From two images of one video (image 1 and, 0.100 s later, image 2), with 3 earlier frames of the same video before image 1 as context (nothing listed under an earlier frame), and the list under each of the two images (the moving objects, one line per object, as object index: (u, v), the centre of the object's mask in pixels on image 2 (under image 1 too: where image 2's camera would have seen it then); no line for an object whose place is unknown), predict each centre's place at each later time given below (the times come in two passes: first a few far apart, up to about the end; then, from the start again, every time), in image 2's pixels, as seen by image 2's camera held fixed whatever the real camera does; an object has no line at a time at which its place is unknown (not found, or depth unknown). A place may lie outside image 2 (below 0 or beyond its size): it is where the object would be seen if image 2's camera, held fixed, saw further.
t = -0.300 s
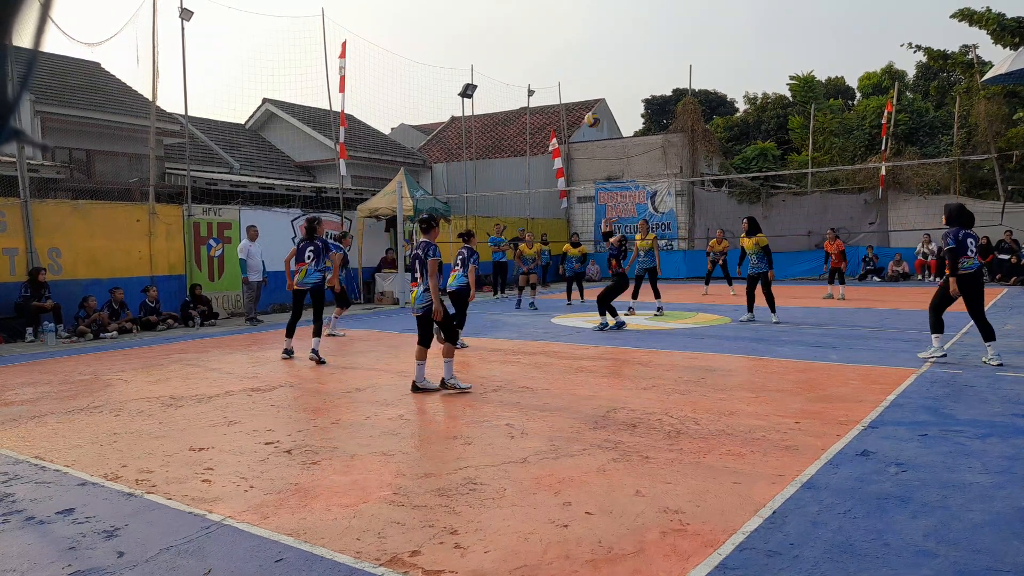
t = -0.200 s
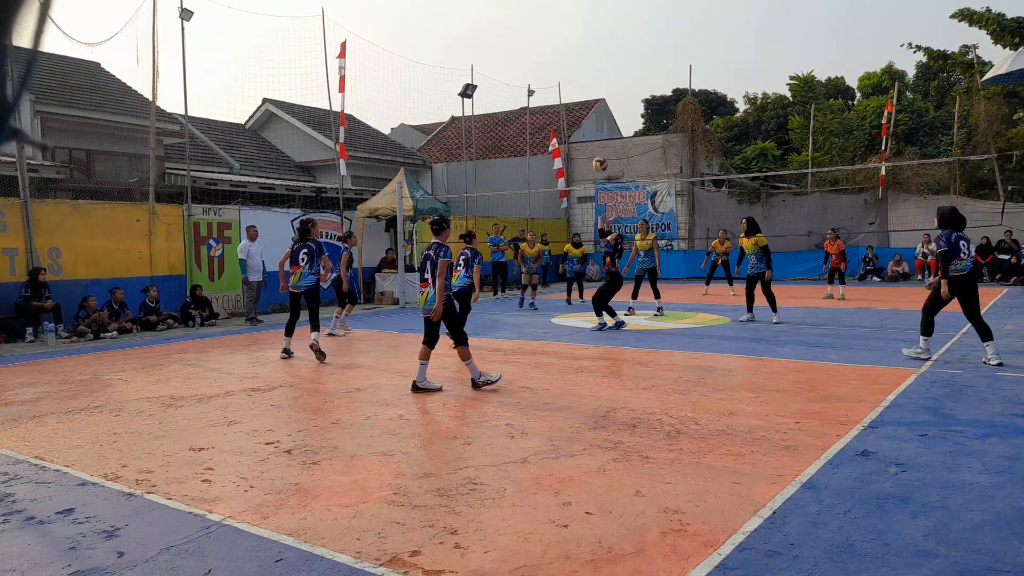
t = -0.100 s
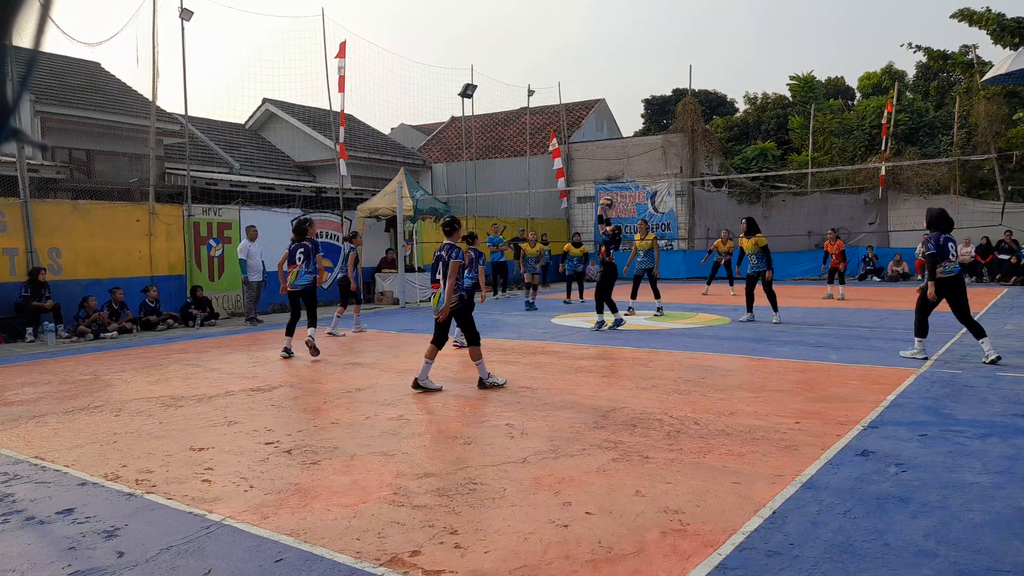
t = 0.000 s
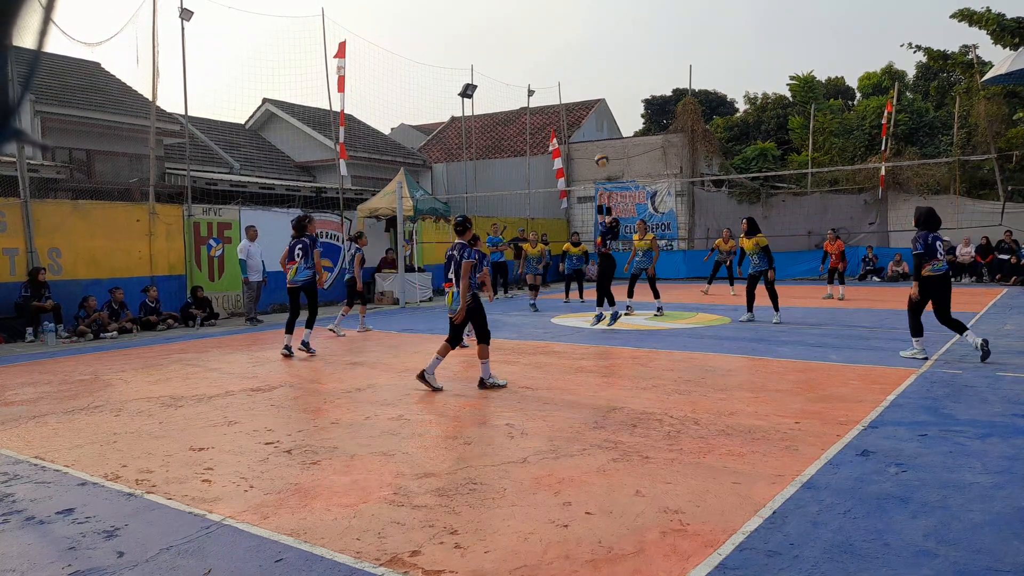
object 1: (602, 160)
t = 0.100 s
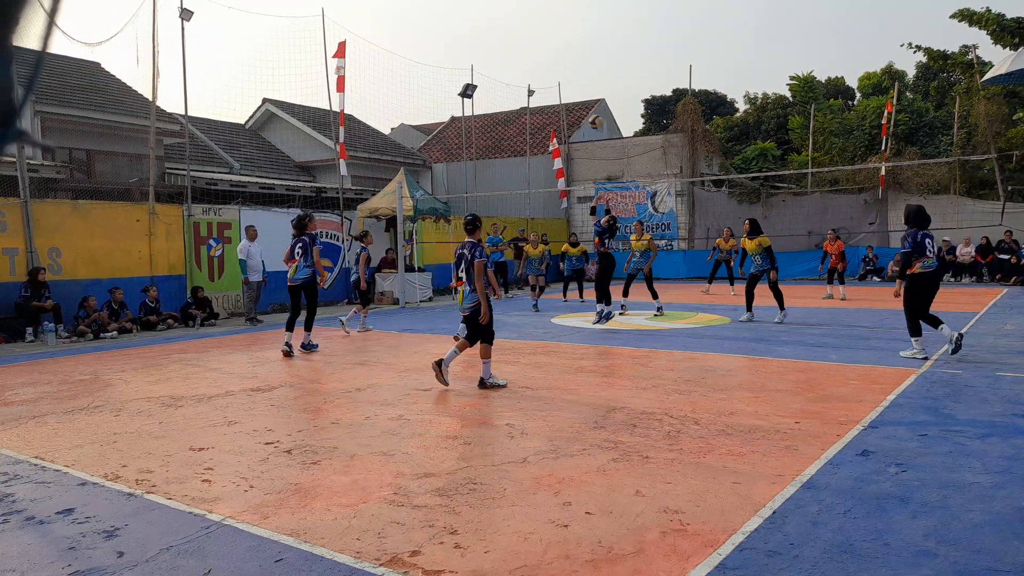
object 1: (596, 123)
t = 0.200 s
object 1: (590, 91)
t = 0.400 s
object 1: (577, 50)
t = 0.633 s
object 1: (564, 38)
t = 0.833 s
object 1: (553, 56)
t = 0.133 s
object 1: (594, 110)
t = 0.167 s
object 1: (591, 100)
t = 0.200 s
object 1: (590, 91)
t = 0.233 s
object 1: (587, 82)
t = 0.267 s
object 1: (586, 74)
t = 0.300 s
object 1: (583, 67)
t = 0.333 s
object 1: (581, 60)
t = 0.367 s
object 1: (579, 55)
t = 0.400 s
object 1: (577, 50)
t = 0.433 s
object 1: (575, 46)
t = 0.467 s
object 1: (573, 43)
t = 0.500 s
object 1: (571, 40)
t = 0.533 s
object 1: (569, 38)
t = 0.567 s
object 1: (568, 38)
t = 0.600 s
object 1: (566, 37)
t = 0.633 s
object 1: (564, 38)
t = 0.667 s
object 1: (562, 39)
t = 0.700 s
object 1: (560, 41)
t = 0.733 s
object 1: (558, 44)
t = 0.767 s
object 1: (557, 47)
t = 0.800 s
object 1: (555, 51)
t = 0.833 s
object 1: (553, 56)
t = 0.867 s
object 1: (552, 61)
